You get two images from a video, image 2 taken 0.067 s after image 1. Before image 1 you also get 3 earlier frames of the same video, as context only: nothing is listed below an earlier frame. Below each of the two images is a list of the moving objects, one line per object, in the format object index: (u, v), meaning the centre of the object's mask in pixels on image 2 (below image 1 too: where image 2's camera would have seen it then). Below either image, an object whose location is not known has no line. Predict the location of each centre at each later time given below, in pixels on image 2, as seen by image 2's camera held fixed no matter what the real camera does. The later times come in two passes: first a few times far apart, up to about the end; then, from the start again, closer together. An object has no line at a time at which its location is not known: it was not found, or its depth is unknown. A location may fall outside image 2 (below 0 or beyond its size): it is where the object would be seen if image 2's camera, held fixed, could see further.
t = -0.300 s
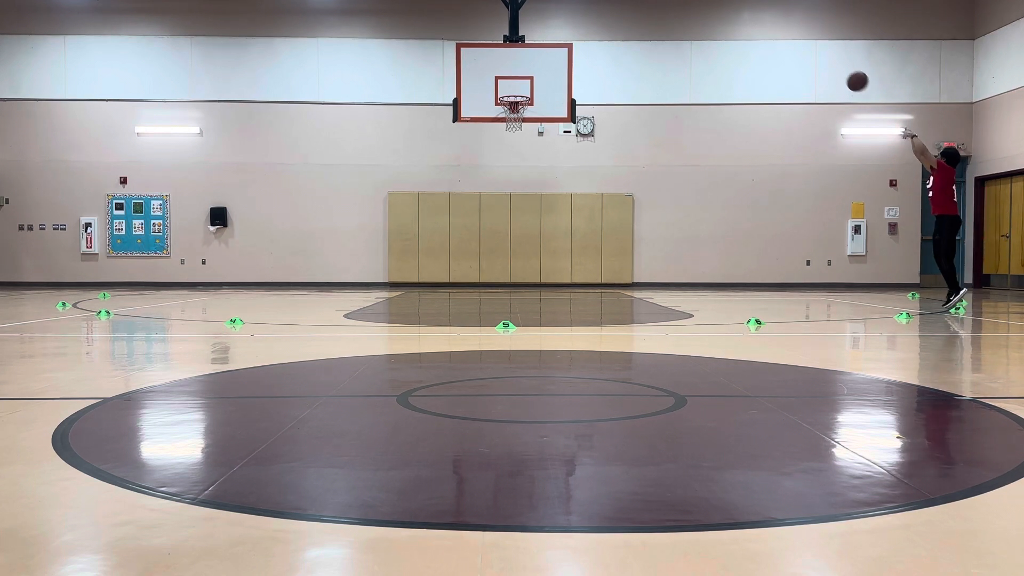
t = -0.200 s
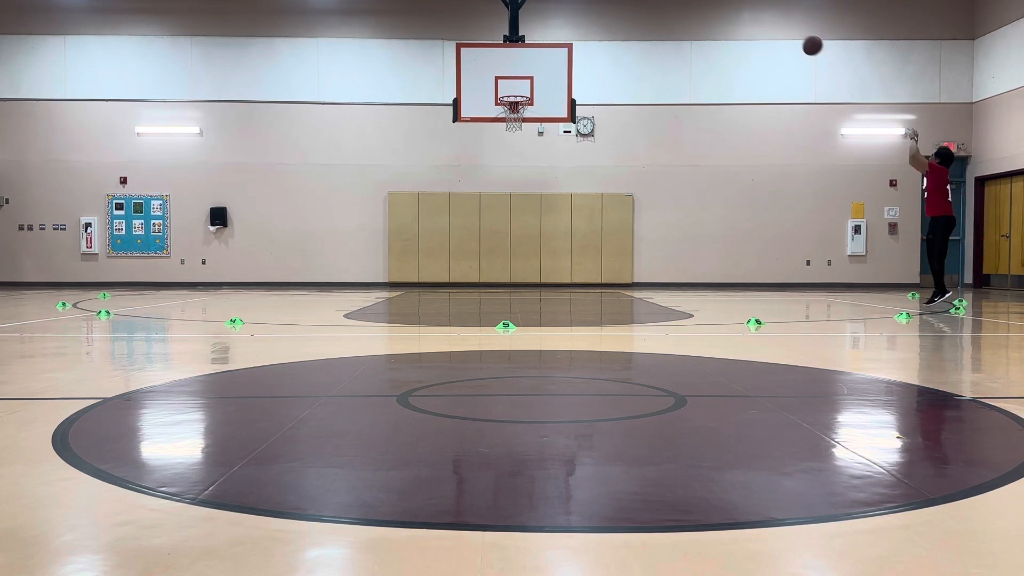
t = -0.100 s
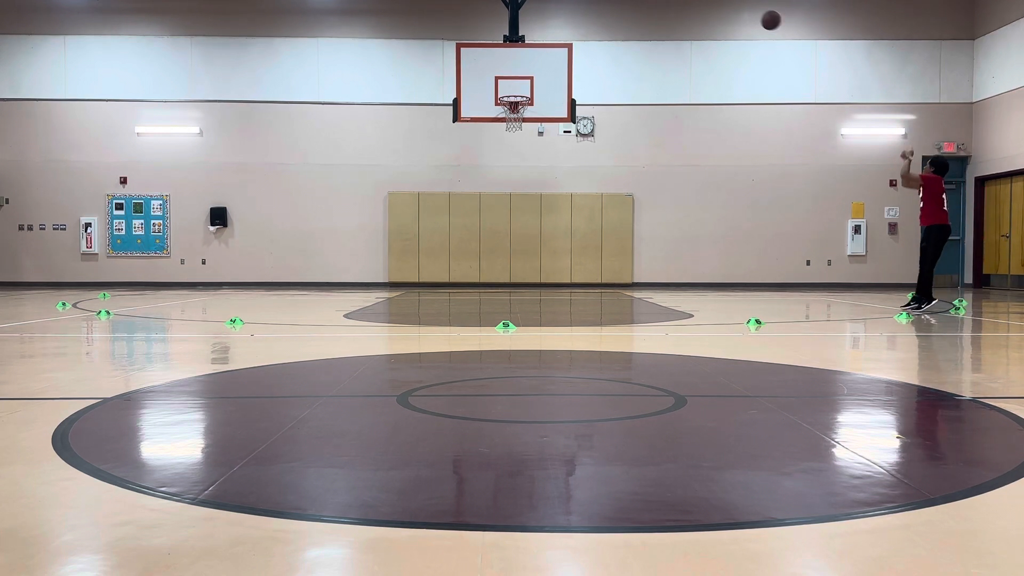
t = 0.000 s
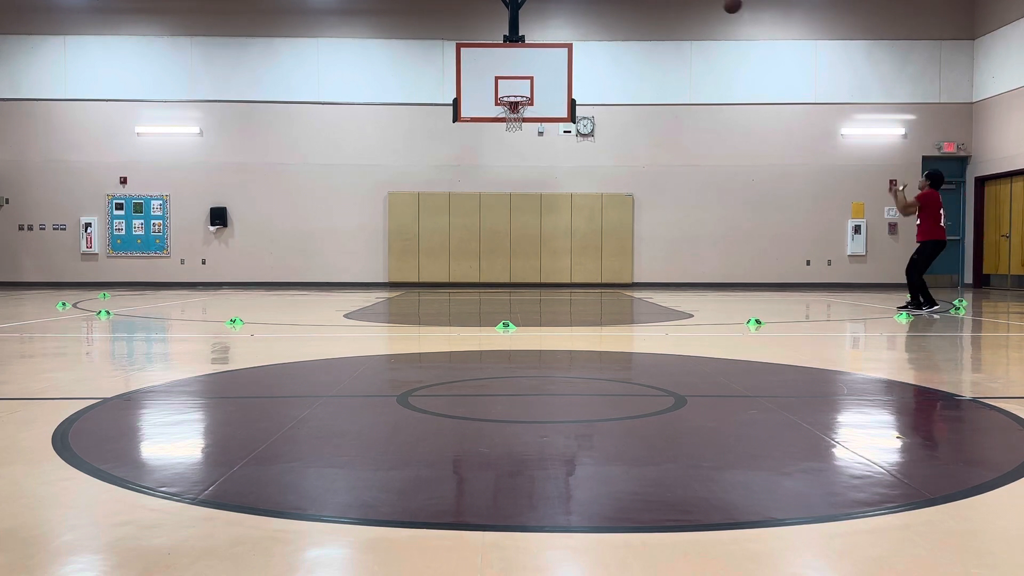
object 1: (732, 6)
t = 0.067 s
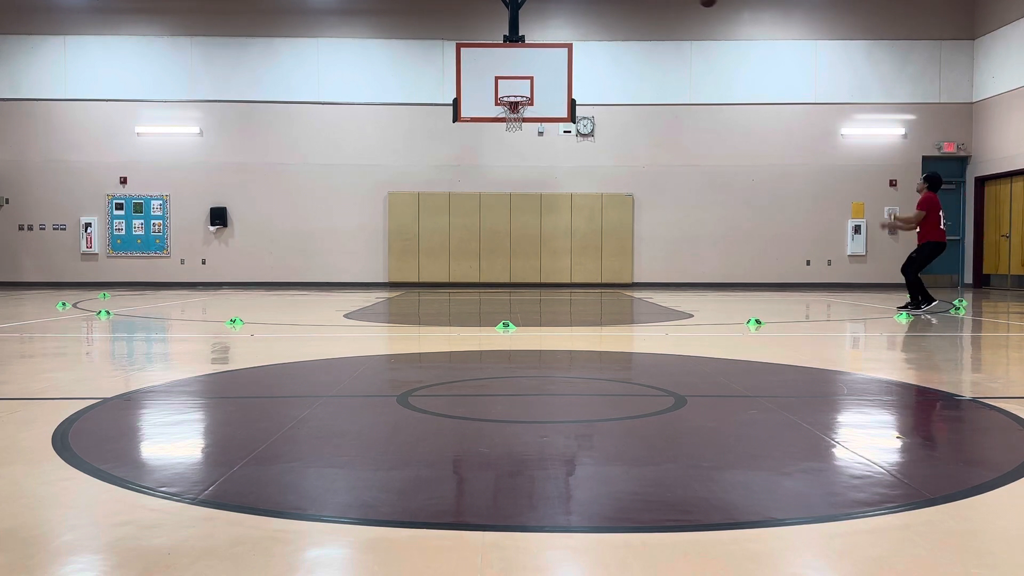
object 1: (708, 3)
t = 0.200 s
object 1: (662, 2)
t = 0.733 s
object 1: (512, 104)
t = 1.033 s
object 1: (533, 201)
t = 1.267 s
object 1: (553, 273)
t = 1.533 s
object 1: (584, 183)
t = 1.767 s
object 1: (612, 140)
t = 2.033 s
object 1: (646, 137)
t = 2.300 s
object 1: (681, 187)
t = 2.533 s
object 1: (711, 278)
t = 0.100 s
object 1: (696, 3)
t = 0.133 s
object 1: (684, 2)
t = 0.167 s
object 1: (673, 2)
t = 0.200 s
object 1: (662, 2)
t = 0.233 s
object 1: (651, 3)
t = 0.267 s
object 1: (640, 4)
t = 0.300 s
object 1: (630, 5)
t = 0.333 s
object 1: (620, 8)
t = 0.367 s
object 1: (610, 12)
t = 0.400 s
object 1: (600, 17)
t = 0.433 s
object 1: (590, 23)
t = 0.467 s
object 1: (581, 30)
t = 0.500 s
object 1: (572, 37)
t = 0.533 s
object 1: (563, 45)
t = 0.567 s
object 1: (554, 53)
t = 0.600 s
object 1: (545, 62)
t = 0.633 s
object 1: (537, 72)
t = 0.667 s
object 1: (528, 82)
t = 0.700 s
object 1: (520, 91)
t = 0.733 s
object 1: (512, 104)
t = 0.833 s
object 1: (517, 130)
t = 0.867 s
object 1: (519, 140)
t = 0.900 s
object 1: (522, 151)
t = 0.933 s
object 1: (525, 162)
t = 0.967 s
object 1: (527, 174)
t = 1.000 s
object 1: (530, 187)
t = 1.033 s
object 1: (533, 201)
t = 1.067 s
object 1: (535, 215)
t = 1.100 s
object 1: (538, 231)
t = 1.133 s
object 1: (540, 247)
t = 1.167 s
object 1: (543, 263)
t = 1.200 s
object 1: (546, 281)
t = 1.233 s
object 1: (549, 287)
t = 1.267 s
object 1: (553, 273)
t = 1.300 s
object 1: (556, 259)
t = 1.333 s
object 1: (560, 246)
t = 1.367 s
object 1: (564, 234)
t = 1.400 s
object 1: (568, 222)
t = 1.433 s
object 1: (572, 211)
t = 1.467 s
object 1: (576, 201)
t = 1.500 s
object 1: (580, 192)
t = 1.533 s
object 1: (584, 183)
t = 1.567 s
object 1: (588, 174)
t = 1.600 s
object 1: (592, 167)
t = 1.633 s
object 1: (596, 160)
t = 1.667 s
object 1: (600, 154)
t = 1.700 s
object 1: (604, 148)
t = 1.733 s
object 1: (608, 144)
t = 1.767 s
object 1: (612, 140)
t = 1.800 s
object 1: (617, 137)
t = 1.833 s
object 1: (621, 134)
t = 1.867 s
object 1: (625, 133)
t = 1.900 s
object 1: (629, 132)
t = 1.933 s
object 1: (633, 132)
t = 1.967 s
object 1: (637, 133)
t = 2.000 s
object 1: (642, 134)
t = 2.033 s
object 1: (646, 137)
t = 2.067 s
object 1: (650, 140)
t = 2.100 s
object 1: (655, 144)
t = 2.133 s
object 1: (659, 149)
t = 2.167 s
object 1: (663, 155)
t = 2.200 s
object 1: (668, 162)
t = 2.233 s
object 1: (672, 169)
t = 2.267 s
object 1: (676, 178)
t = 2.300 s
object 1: (681, 187)
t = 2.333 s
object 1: (685, 198)
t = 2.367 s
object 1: (689, 209)
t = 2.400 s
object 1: (694, 221)
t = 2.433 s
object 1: (698, 234)
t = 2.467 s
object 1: (702, 248)
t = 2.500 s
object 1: (707, 263)
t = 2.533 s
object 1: (711, 278)
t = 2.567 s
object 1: (715, 296)
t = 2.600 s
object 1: (719, 288)
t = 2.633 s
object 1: (724, 275)
